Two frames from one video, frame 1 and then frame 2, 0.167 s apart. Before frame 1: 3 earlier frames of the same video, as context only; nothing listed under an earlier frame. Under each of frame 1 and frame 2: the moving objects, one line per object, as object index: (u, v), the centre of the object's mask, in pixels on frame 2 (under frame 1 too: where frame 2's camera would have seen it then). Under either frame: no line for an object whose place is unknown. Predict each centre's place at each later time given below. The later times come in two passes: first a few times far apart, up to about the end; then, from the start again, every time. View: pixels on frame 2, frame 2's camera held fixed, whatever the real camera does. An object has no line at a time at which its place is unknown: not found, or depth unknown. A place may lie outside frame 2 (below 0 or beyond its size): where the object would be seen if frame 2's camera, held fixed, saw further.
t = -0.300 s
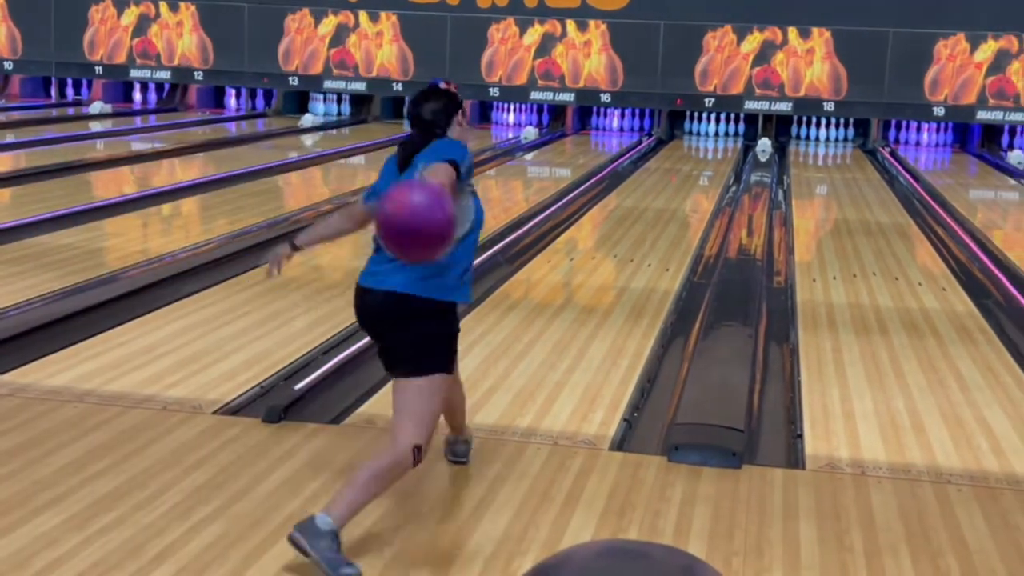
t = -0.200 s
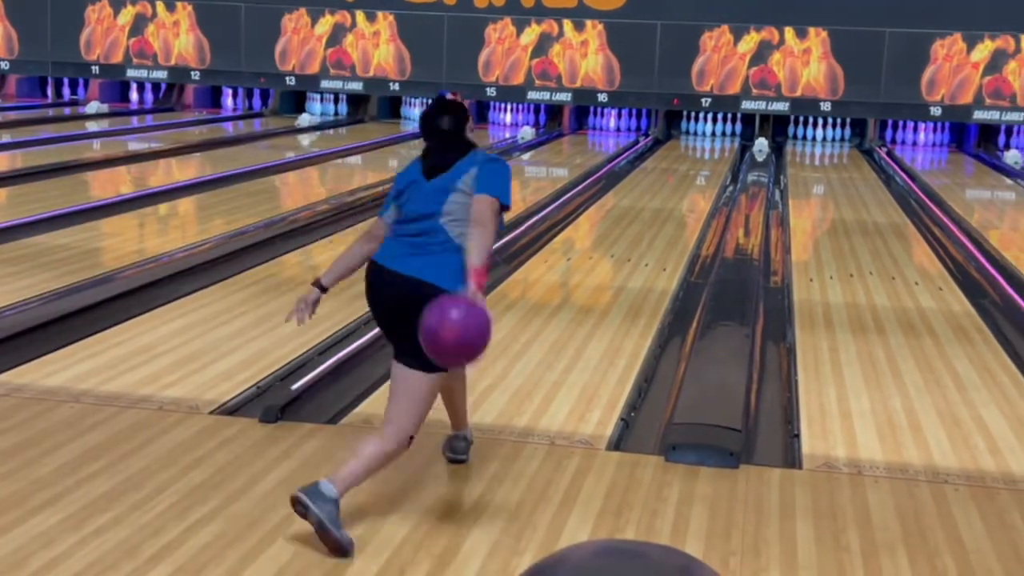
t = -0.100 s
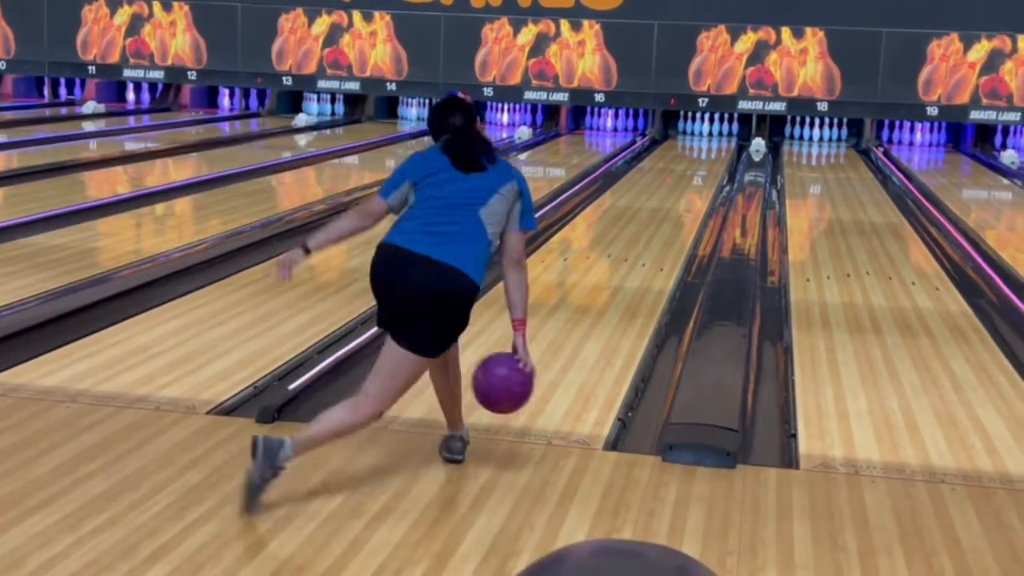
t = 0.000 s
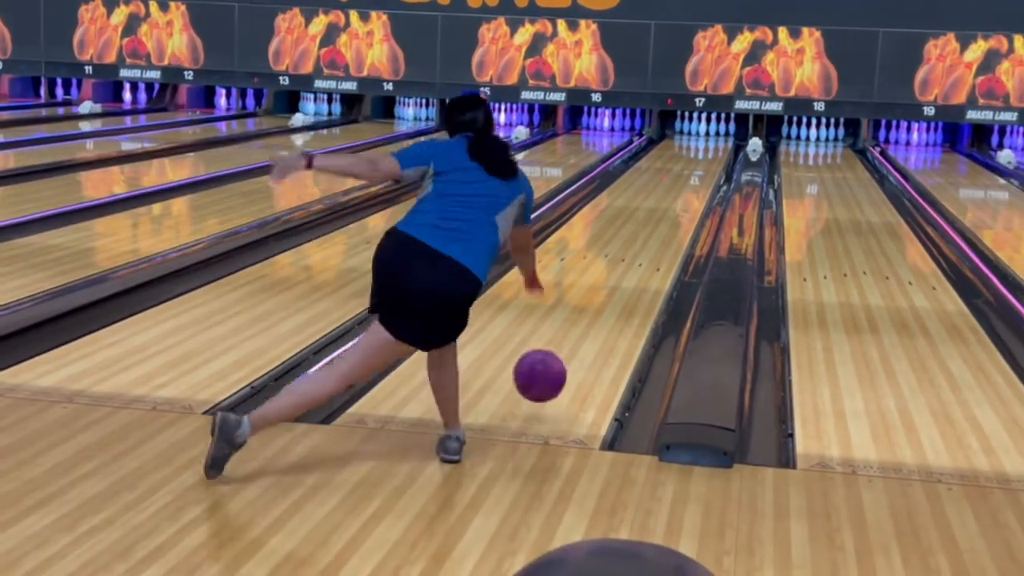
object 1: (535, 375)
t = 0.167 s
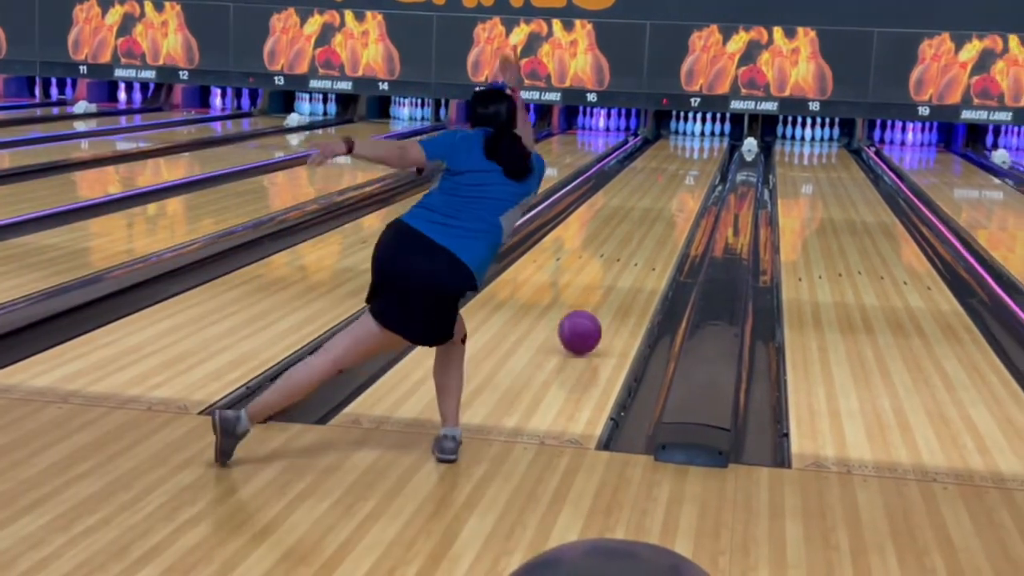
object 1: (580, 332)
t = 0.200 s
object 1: (587, 323)
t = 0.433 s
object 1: (626, 270)
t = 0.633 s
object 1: (648, 239)
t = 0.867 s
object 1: (667, 212)
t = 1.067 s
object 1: (679, 194)
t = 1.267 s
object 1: (688, 180)
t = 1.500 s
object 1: (696, 166)
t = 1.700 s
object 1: (701, 157)
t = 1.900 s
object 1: (704, 150)
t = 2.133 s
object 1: (704, 142)
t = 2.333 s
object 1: (703, 137)
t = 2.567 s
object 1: (699, 131)
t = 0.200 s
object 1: (587, 323)
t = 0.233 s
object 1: (594, 314)
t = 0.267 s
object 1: (600, 305)
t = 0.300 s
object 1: (606, 297)
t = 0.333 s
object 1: (611, 290)
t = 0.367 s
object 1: (616, 283)
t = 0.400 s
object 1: (621, 276)
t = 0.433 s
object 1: (626, 270)
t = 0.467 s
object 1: (630, 264)
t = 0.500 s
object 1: (634, 258)
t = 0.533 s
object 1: (638, 253)
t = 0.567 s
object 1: (641, 248)
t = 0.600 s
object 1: (645, 243)
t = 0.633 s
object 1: (648, 239)
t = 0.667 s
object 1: (651, 234)
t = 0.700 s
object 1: (654, 230)
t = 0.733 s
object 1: (657, 226)
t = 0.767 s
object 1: (660, 222)
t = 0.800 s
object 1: (662, 218)
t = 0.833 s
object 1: (665, 215)
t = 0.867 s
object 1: (667, 212)
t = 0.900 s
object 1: (669, 208)
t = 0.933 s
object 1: (671, 205)
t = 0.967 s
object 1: (673, 202)
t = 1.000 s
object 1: (675, 199)
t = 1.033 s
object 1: (677, 196)
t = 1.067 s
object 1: (679, 194)
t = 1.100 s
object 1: (681, 191)
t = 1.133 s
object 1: (682, 189)
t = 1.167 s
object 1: (684, 186)
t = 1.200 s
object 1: (686, 184)
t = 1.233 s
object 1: (687, 182)
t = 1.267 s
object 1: (688, 180)
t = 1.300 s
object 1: (689, 177)
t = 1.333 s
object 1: (691, 175)
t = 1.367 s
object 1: (692, 173)
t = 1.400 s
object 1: (693, 172)
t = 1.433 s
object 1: (694, 170)
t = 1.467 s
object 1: (695, 168)
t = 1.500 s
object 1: (696, 166)
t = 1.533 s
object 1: (697, 165)
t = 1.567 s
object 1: (698, 163)
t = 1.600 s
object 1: (699, 162)
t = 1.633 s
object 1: (700, 160)
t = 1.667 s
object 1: (701, 159)
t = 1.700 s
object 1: (701, 157)
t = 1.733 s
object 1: (702, 156)
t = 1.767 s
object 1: (702, 155)
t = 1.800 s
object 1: (703, 153)
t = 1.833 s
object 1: (703, 152)
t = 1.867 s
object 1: (704, 151)
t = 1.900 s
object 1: (704, 150)
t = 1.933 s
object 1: (705, 148)
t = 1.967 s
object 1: (705, 148)
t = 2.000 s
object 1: (704, 147)
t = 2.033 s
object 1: (704, 146)
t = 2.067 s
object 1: (705, 144)
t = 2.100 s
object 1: (705, 144)
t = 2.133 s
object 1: (704, 142)
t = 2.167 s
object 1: (704, 142)
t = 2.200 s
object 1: (704, 141)
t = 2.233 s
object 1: (704, 139)
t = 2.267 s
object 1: (703, 139)
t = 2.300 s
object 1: (703, 138)
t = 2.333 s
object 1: (703, 137)
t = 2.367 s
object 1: (703, 137)
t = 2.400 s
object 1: (703, 136)
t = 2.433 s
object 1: (702, 135)
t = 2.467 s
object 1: (701, 134)
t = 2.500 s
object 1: (701, 133)
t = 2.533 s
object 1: (701, 132)
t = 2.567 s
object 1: (699, 131)
